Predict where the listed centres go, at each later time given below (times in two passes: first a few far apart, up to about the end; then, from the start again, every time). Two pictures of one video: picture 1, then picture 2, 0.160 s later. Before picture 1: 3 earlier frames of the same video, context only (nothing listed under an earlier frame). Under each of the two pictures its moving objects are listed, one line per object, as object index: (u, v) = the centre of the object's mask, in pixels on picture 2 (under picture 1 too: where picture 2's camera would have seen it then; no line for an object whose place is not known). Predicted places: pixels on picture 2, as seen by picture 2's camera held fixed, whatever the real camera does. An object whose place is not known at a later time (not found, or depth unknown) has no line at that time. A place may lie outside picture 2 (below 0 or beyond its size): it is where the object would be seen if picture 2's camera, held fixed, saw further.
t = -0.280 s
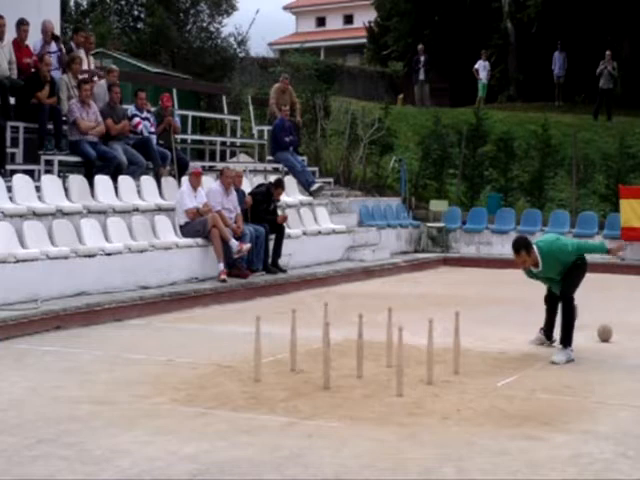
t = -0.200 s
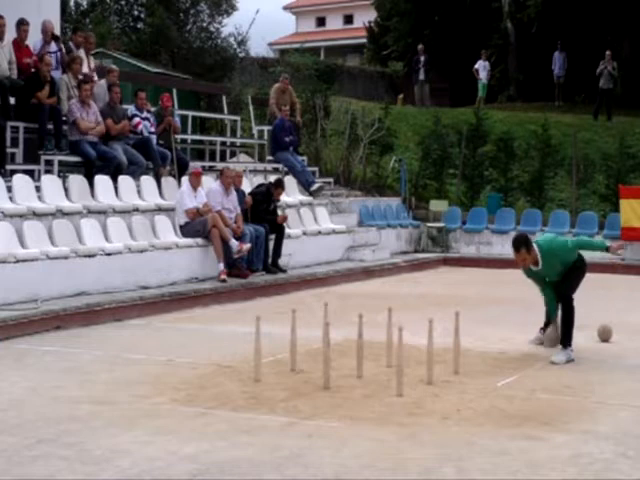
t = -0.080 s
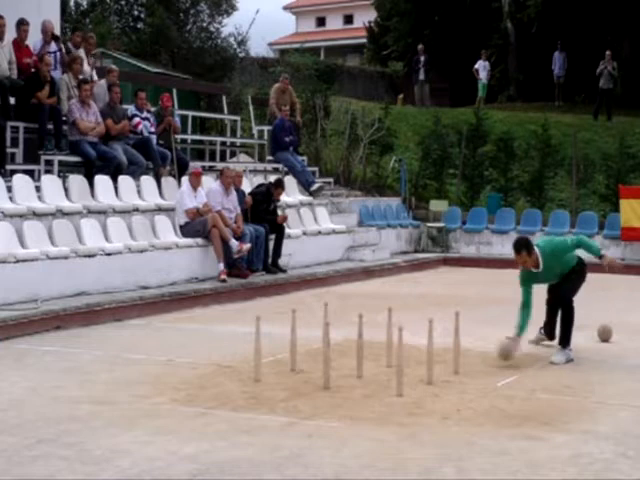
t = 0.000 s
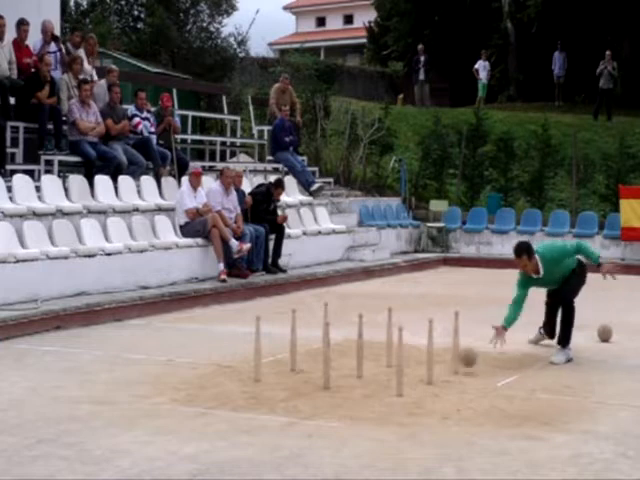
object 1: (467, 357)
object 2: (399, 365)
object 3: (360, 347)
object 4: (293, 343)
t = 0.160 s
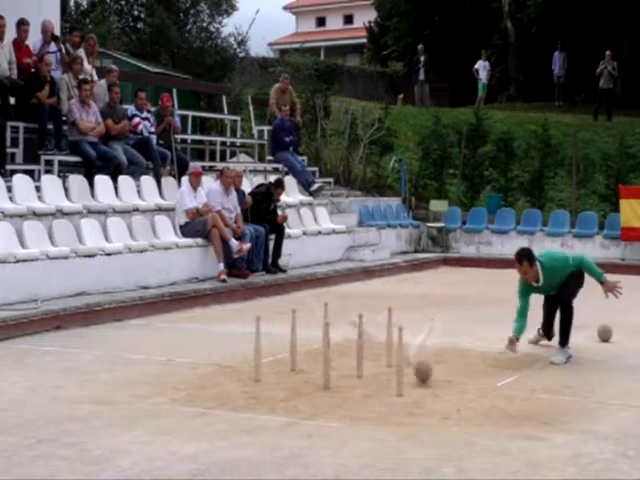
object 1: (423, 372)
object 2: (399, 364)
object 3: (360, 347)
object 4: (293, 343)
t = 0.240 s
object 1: (409, 380)
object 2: (399, 363)
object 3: (342, 350)
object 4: (293, 343)
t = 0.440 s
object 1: (364, 387)
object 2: (405, 366)
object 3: (296, 381)
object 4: (287, 340)
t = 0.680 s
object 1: (319, 401)
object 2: (413, 397)
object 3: (260, 383)
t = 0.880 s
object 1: (279, 402)
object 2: (412, 399)
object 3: (246, 382)
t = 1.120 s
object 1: (232, 414)
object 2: (409, 401)
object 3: (234, 381)
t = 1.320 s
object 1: (192, 419)
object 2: (407, 401)
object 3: (226, 381)
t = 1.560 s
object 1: (144, 428)
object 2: (407, 401)
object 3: (220, 380)
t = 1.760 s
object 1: (104, 435)
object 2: (408, 401)
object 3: (217, 379)
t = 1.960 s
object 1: (65, 444)
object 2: (408, 401)
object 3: (216, 379)
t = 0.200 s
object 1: (414, 373)
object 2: (399, 364)
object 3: (354, 350)
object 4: (293, 342)
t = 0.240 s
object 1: (409, 380)
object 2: (399, 363)
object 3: (342, 350)
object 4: (293, 343)
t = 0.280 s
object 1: (393, 382)
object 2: (400, 364)
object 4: (293, 343)
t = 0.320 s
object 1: (388, 384)
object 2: (400, 364)
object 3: (314, 356)
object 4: (293, 342)
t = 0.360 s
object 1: (380, 384)
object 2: (401, 364)
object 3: (311, 374)
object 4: (293, 342)
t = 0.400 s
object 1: (372, 386)
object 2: (403, 366)
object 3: (304, 377)
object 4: (291, 338)
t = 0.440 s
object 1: (364, 387)
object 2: (405, 366)
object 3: (296, 381)
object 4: (287, 340)
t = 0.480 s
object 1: (356, 389)
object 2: (407, 368)
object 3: (288, 381)
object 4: (284, 340)
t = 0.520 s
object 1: (347, 389)
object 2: (408, 371)
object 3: (282, 381)
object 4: (282, 342)
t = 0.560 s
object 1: (340, 391)
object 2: (410, 378)
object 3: (276, 382)
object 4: (283, 340)
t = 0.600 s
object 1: (333, 393)
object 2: (410, 388)
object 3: (270, 382)
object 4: (283, 342)
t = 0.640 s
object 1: (324, 394)
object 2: (411, 397)
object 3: (265, 383)
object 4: (283, 345)
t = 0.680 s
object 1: (319, 401)
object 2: (413, 397)
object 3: (260, 383)
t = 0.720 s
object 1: (310, 394)
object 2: (413, 392)
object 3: (257, 382)
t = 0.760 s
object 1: (302, 396)
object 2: (413, 392)
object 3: (254, 382)
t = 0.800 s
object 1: (294, 398)
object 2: (413, 392)
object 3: (250, 382)
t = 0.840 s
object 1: (287, 400)
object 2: (413, 394)
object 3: (248, 382)
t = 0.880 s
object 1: (279, 402)
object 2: (412, 399)
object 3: (246, 382)
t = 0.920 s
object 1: (272, 405)
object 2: (412, 400)
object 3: (243, 382)
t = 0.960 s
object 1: (264, 407)
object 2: (410, 399)
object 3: (242, 382)
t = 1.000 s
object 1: (256, 408)
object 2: (410, 400)
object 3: (240, 381)
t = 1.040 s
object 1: (248, 409)
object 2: (409, 401)
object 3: (238, 382)
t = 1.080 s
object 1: (240, 413)
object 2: (409, 401)
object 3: (236, 381)
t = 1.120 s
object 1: (232, 414)
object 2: (409, 401)
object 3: (234, 381)
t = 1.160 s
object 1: (224, 416)
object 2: (408, 401)
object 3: (232, 381)
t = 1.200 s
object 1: (216, 417)
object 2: (408, 401)
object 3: (231, 381)
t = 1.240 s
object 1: (208, 416)
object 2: (407, 401)
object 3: (230, 381)
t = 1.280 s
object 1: (200, 418)
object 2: (407, 401)
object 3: (228, 381)
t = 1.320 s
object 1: (192, 419)
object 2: (407, 401)
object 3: (226, 381)
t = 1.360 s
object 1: (184, 420)
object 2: (407, 401)
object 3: (226, 380)
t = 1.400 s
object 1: (176, 421)
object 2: (407, 401)
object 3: (224, 380)
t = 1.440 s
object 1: (168, 424)
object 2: (407, 401)
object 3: (223, 380)
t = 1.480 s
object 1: (160, 423)
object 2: (407, 401)
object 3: (222, 380)
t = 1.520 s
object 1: (152, 426)
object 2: (407, 401)
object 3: (221, 380)
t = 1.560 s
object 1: (144, 428)
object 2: (407, 401)
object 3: (220, 380)
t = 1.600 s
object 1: (136, 430)
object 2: (407, 401)
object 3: (219, 380)
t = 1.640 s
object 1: (128, 430)
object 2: (408, 401)
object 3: (218, 380)
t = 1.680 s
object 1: (120, 431)
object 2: (408, 401)
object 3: (218, 379)
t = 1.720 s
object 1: (112, 433)
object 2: (408, 401)
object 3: (218, 379)
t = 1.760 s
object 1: (104, 435)
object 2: (408, 401)
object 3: (217, 379)
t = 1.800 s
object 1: (96, 437)
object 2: (408, 401)
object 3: (216, 379)
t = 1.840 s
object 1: (88, 438)
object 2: (408, 401)
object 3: (216, 379)
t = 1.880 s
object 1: (81, 440)
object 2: (408, 401)
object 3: (216, 379)
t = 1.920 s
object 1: (73, 442)
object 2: (408, 401)
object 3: (216, 379)
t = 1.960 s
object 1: (65, 444)
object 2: (408, 401)
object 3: (216, 379)
